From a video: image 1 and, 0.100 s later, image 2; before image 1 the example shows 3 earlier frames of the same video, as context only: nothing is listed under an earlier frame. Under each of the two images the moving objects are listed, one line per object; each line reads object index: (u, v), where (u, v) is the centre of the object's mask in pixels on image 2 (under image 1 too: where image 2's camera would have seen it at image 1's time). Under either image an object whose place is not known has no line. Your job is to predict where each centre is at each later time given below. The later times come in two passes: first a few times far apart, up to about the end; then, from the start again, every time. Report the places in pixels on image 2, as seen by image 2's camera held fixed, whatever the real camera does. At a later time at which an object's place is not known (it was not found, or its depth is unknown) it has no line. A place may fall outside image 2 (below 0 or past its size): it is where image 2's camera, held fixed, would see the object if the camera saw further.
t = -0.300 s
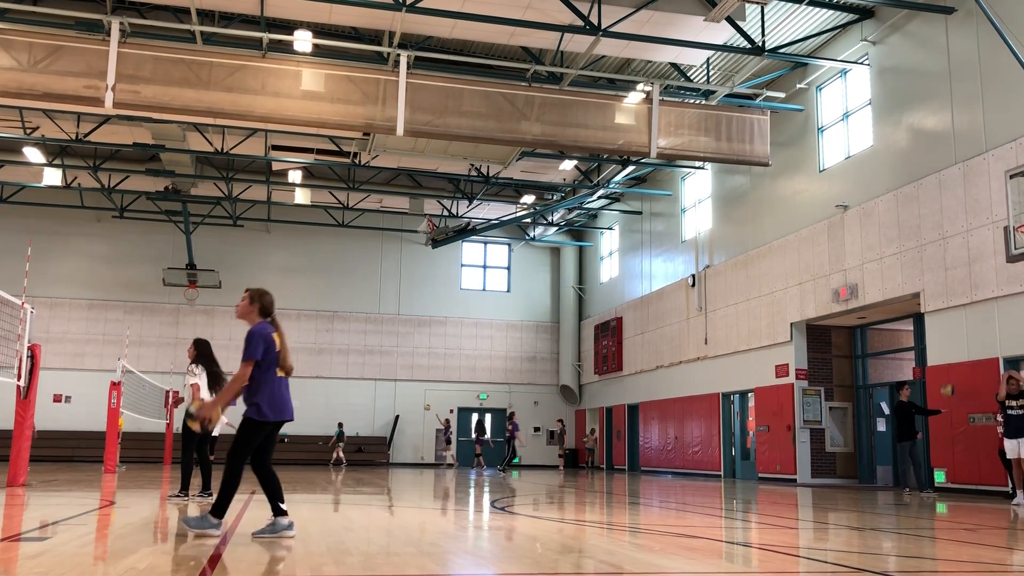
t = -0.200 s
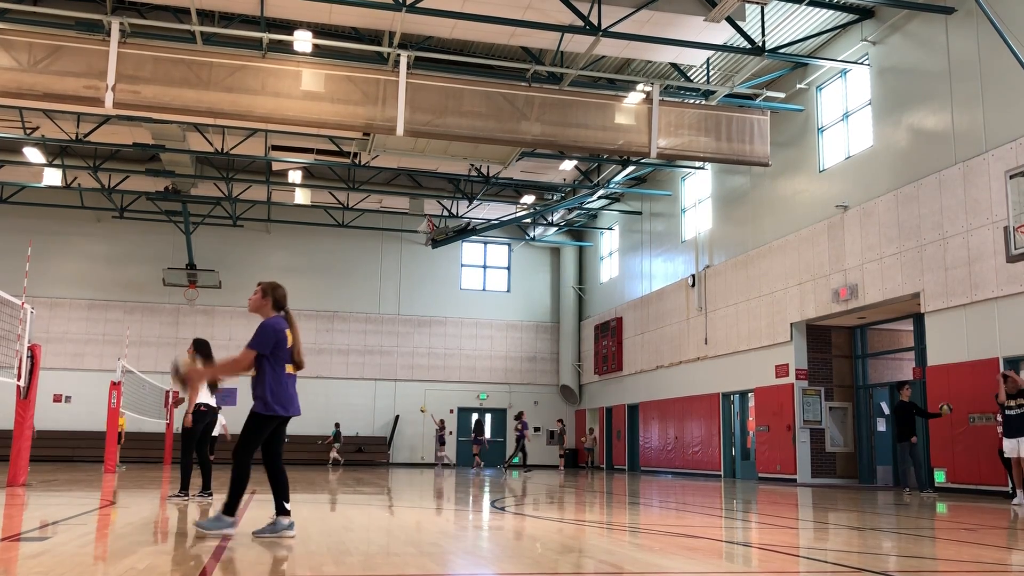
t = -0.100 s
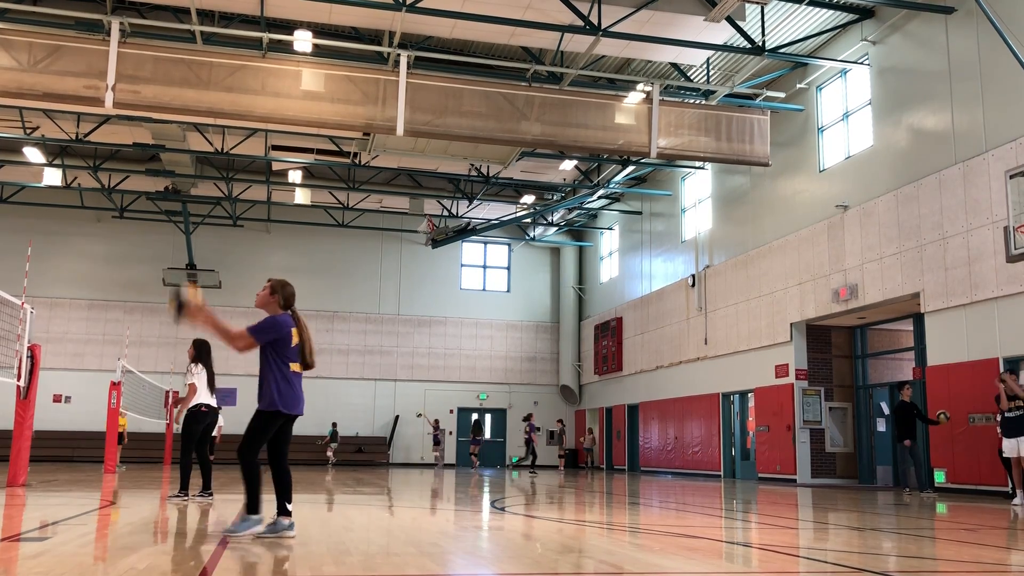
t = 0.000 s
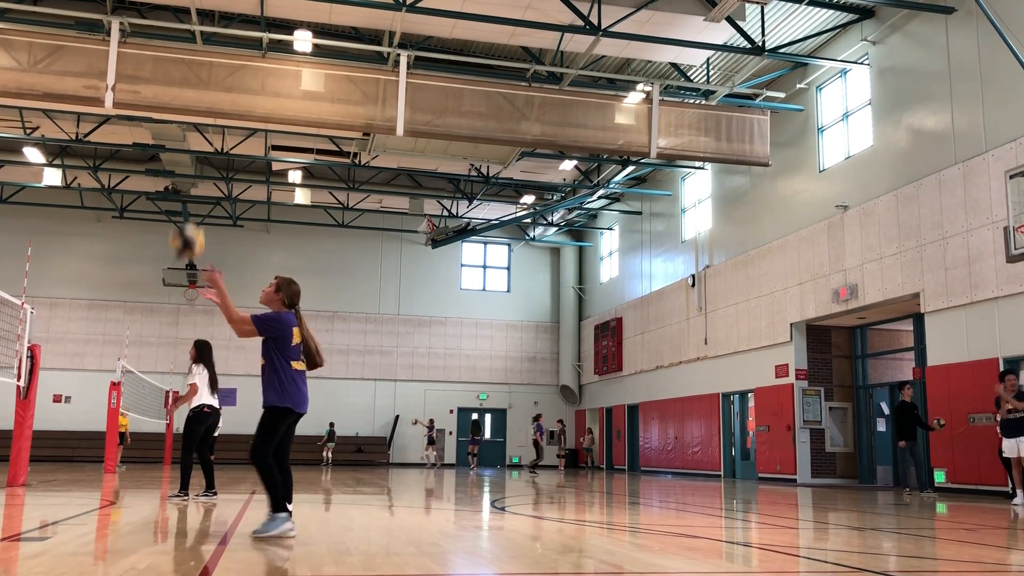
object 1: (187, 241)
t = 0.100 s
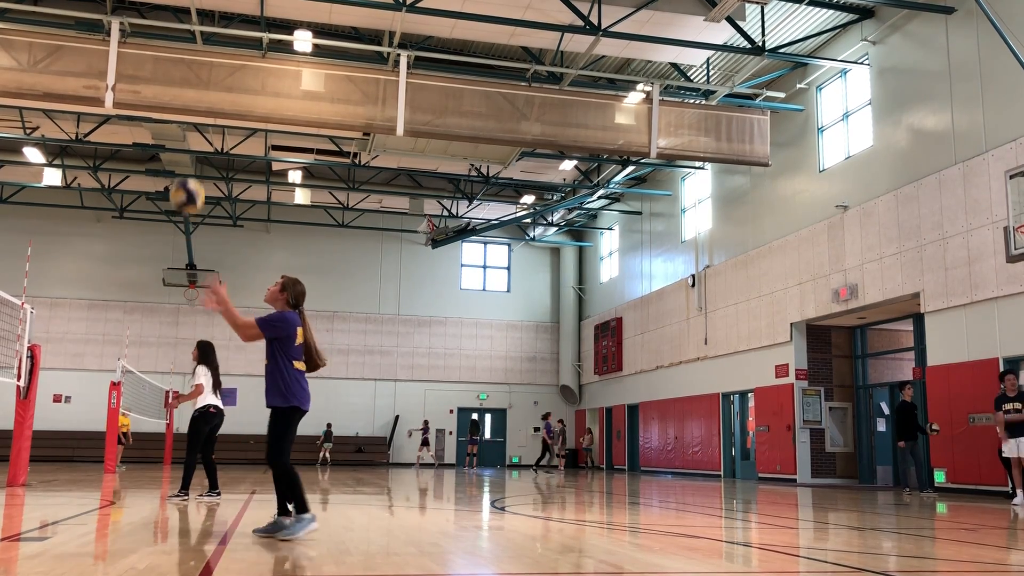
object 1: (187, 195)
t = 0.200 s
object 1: (186, 166)
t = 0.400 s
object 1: (182, 150)
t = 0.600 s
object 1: (172, 192)
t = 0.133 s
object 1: (187, 183)
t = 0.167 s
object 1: (186, 174)
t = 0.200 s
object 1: (186, 166)
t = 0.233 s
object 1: (186, 159)
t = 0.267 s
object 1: (185, 154)
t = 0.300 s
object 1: (184, 151)
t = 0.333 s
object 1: (184, 149)
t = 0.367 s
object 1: (183, 149)
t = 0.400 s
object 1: (182, 150)
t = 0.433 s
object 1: (180, 153)
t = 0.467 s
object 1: (179, 157)
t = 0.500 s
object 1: (178, 163)
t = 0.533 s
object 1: (176, 169)
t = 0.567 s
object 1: (175, 179)
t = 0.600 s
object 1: (172, 192)
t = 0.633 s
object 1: (170, 203)
